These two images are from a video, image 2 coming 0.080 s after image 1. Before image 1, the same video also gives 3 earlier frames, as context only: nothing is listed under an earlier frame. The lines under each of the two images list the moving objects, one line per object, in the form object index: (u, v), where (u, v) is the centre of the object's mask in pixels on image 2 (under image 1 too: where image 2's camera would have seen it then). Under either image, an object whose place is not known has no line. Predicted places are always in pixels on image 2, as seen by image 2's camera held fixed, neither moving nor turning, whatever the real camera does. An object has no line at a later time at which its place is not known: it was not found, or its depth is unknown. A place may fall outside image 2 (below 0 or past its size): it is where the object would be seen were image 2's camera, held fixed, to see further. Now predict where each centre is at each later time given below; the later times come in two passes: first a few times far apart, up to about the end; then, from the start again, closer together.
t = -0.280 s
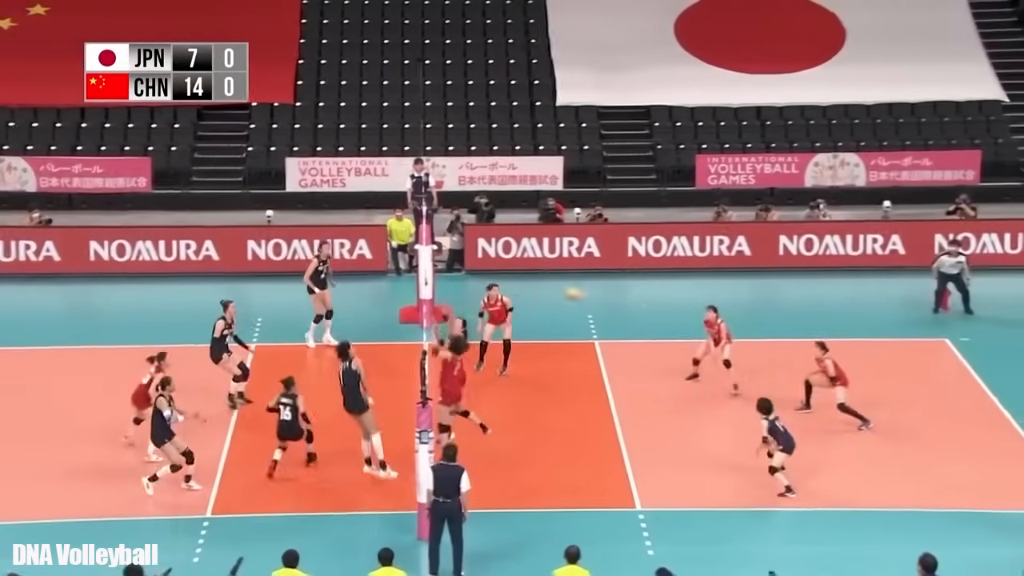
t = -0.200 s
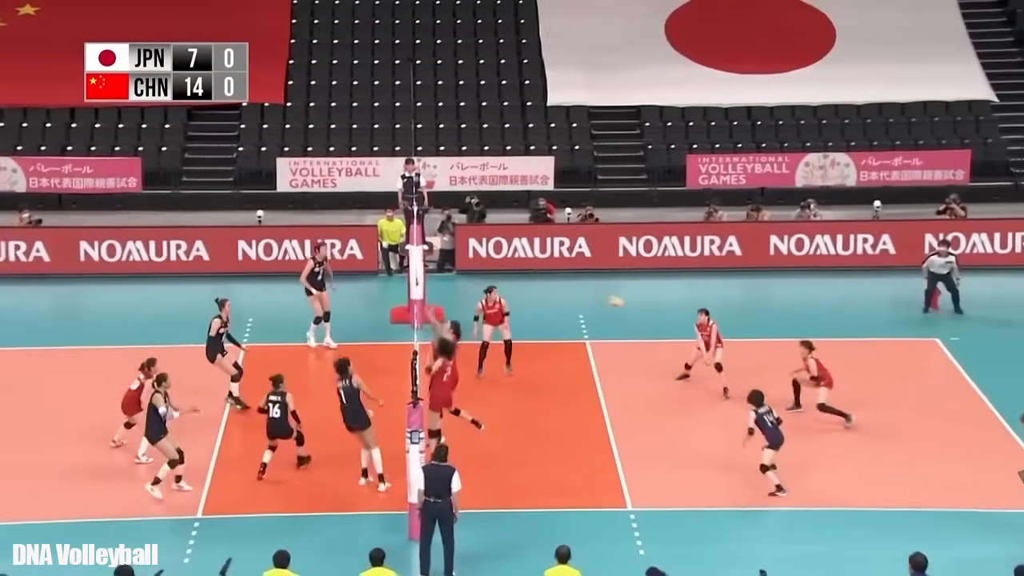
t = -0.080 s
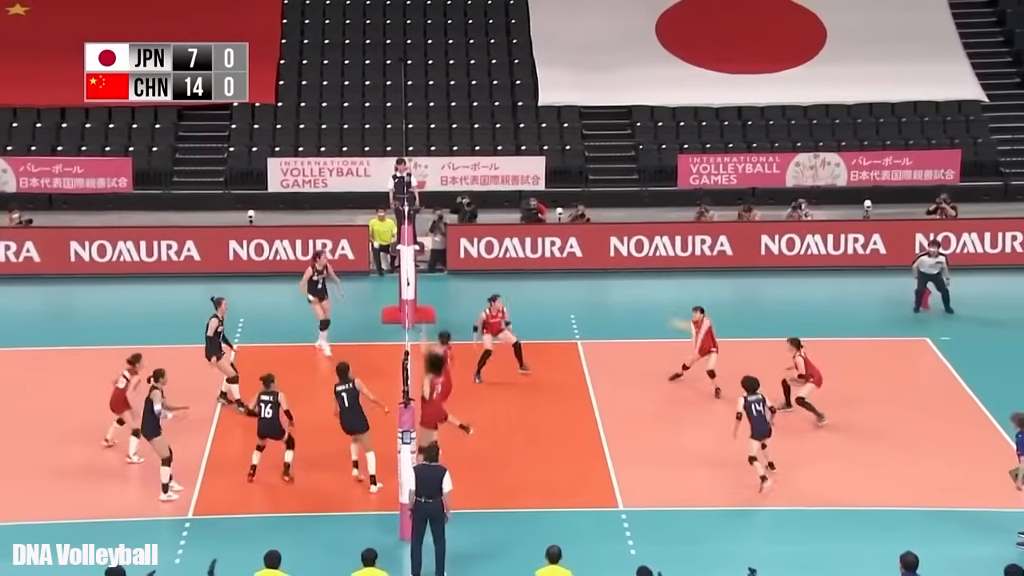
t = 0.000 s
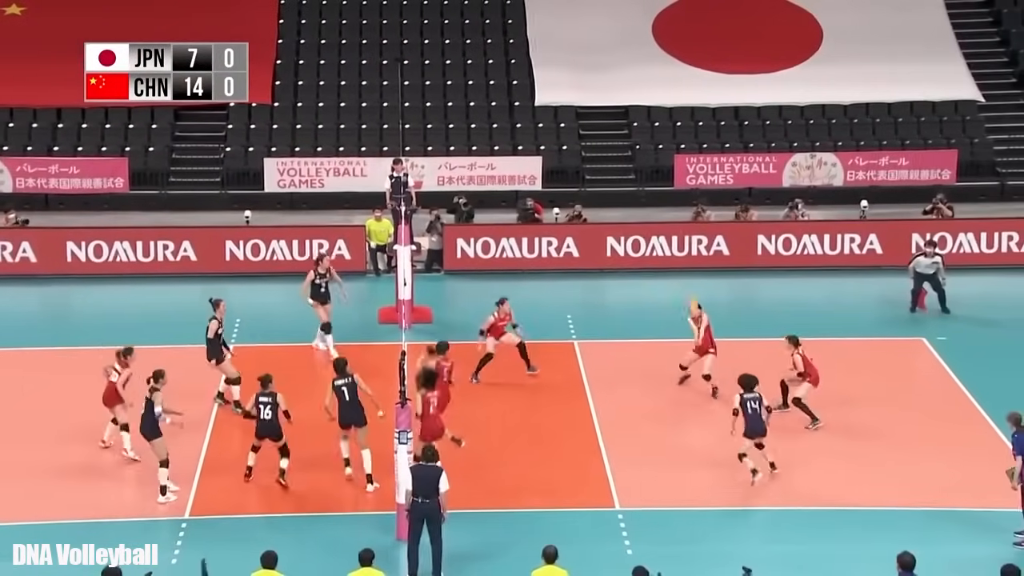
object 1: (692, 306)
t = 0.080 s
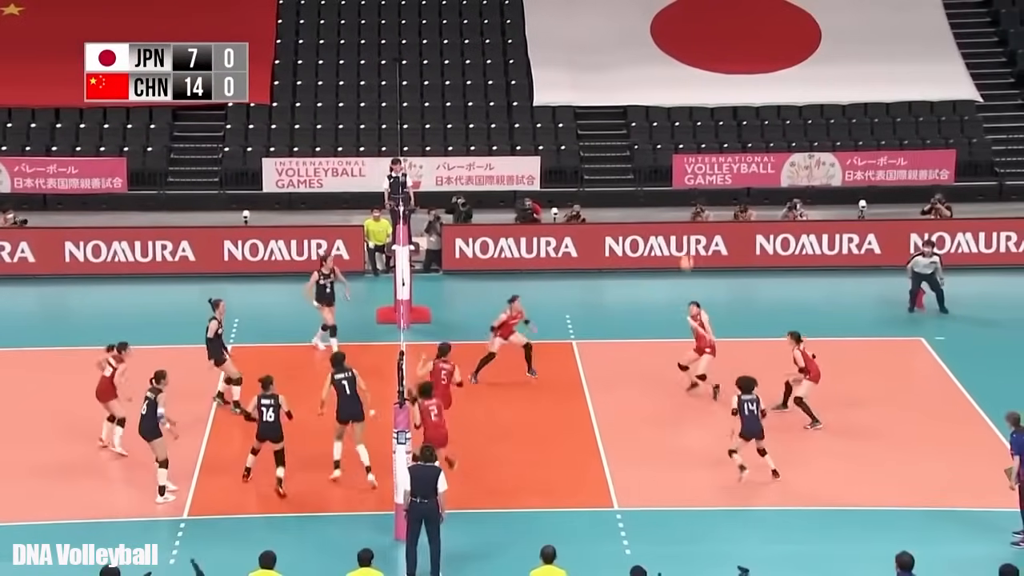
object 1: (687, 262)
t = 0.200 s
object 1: (682, 208)
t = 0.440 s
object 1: (671, 125)
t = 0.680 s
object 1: (660, 76)
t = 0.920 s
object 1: (650, 65)
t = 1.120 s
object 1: (641, 82)
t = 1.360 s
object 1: (628, 135)
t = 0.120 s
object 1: (684, 242)
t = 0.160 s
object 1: (683, 225)
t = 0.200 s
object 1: (682, 208)
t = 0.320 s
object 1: (676, 161)
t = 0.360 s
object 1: (674, 148)
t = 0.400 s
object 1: (673, 136)
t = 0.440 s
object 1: (671, 125)
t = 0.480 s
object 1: (669, 115)
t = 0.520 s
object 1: (668, 108)
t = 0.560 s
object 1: (666, 97)
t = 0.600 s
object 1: (663, 91)
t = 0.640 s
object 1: (661, 83)
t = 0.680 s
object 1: (660, 76)
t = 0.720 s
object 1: (659, 73)
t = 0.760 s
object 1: (657, 69)
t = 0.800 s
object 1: (655, 67)
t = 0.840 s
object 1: (652, 65)
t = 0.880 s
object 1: (651, 64)
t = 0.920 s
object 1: (650, 65)
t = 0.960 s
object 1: (648, 66)
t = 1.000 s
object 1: (645, 69)
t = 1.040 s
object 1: (644, 71)
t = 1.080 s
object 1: (642, 77)
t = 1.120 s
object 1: (641, 82)
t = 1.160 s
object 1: (638, 90)
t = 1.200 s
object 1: (635, 96)
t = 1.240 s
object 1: (635, 106)
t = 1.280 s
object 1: (632, 113)
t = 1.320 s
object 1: (630, 124)
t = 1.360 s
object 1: (628, 135)
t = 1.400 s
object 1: (626, 147)
